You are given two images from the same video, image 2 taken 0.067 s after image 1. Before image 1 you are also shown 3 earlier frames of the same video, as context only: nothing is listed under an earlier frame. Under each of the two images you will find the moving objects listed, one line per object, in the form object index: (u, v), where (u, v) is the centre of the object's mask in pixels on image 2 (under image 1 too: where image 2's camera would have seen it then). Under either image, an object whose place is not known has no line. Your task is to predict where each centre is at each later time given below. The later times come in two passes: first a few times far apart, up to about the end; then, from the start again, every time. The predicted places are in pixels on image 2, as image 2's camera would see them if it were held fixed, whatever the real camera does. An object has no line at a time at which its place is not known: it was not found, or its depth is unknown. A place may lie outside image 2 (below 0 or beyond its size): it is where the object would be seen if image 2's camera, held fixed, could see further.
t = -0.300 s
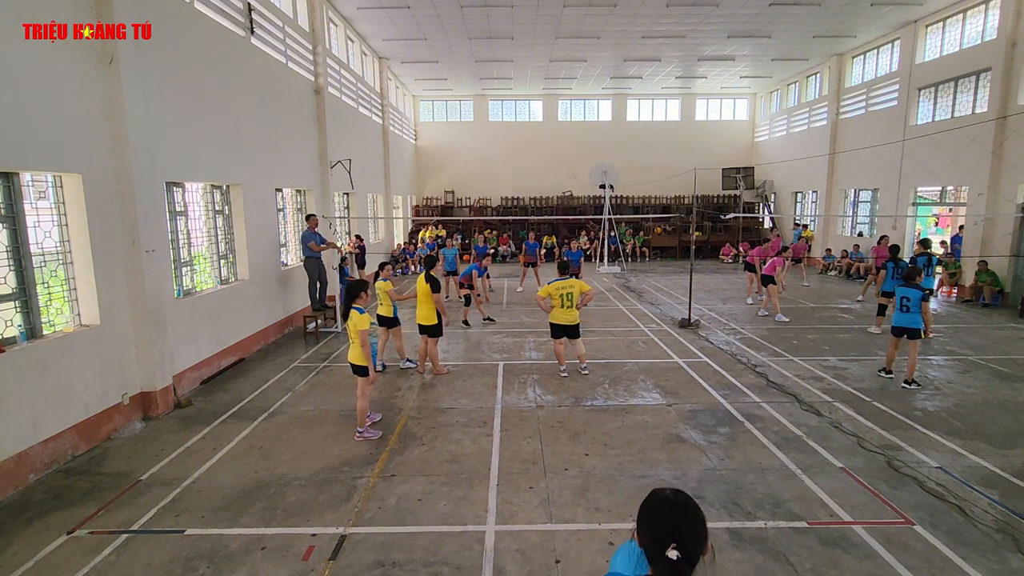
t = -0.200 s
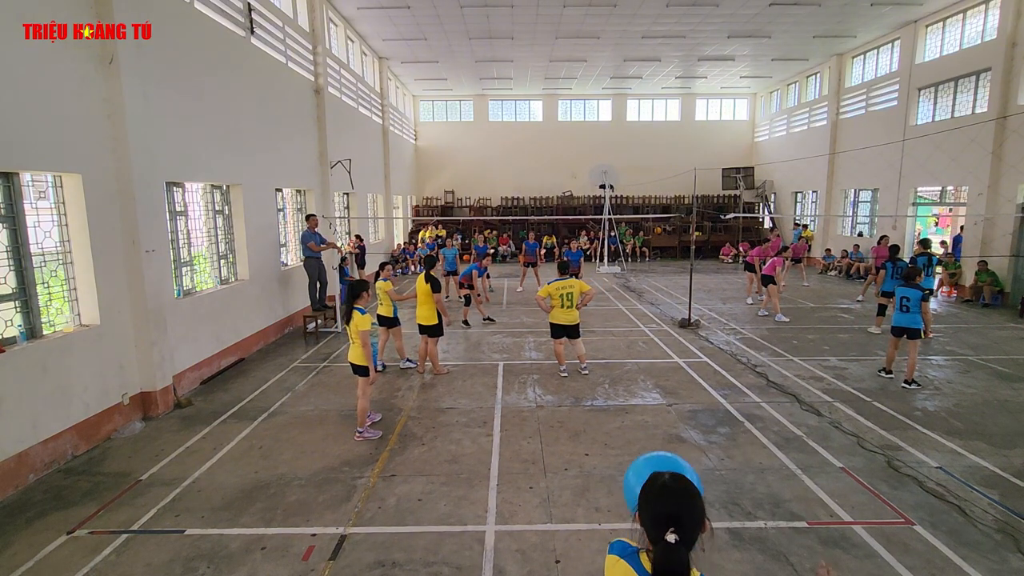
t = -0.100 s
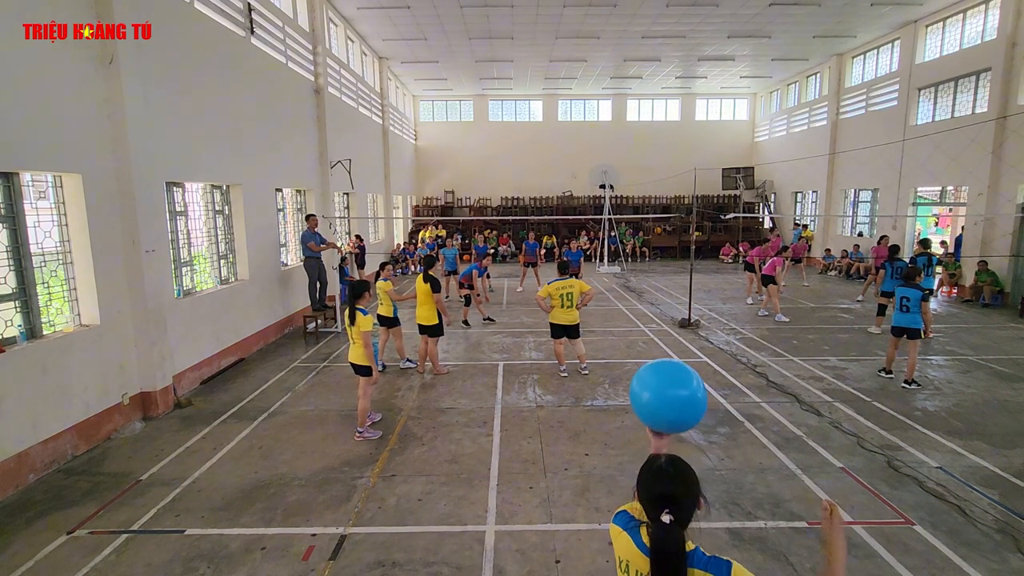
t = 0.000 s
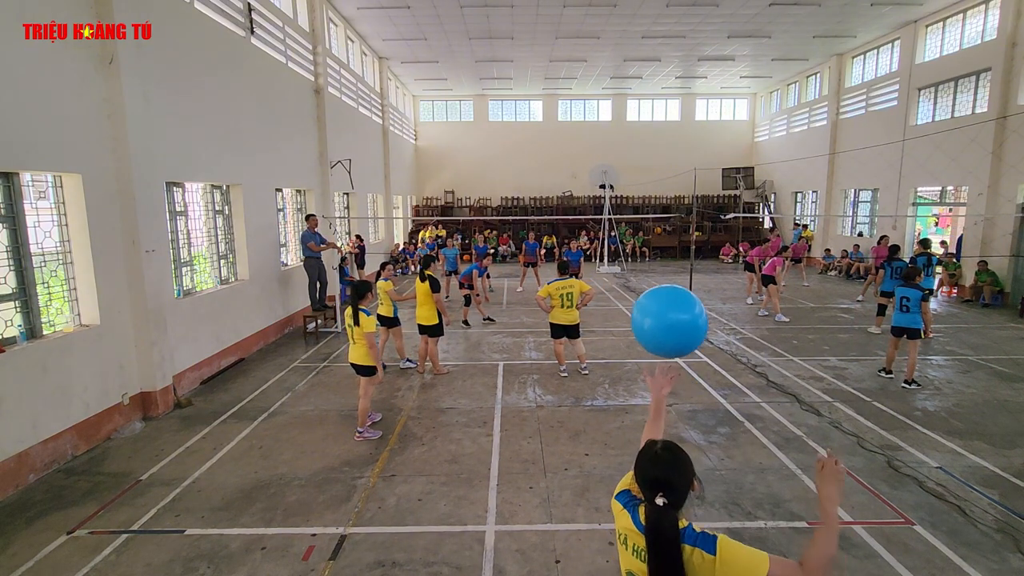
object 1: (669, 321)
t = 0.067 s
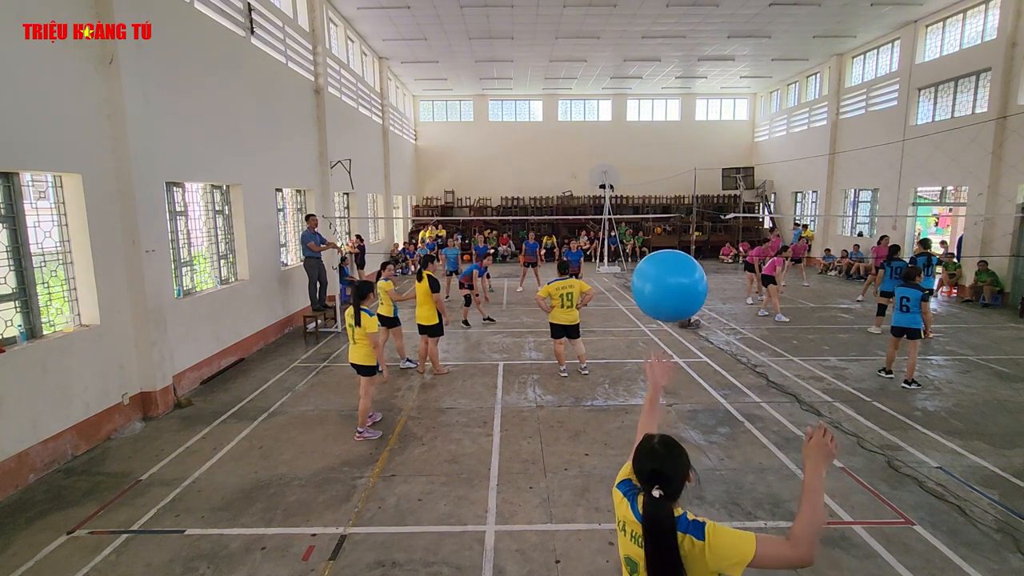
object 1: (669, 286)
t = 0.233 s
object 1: (667, 246)
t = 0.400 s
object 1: (663, 267)
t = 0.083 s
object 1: (669, 279)
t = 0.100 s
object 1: (669, 272)
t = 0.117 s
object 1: (669, 267)
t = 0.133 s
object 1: (669, 262)
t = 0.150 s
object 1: (668, 257)
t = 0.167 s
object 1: (668, 254)
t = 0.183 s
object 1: (668, 251)
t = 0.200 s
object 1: (668, 248)
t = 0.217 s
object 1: (668, 247)
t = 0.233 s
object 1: (667, 246)
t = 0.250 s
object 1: (667, 245)
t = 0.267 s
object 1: (667, 245)
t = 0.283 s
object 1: (666, 246)
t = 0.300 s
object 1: (666, 247)
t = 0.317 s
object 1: (666, 249)
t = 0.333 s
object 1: (665, 252)
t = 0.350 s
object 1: (665, 255)
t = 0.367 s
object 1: (664, 258)
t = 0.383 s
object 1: (664, 262)
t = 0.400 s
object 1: (663, 267)
